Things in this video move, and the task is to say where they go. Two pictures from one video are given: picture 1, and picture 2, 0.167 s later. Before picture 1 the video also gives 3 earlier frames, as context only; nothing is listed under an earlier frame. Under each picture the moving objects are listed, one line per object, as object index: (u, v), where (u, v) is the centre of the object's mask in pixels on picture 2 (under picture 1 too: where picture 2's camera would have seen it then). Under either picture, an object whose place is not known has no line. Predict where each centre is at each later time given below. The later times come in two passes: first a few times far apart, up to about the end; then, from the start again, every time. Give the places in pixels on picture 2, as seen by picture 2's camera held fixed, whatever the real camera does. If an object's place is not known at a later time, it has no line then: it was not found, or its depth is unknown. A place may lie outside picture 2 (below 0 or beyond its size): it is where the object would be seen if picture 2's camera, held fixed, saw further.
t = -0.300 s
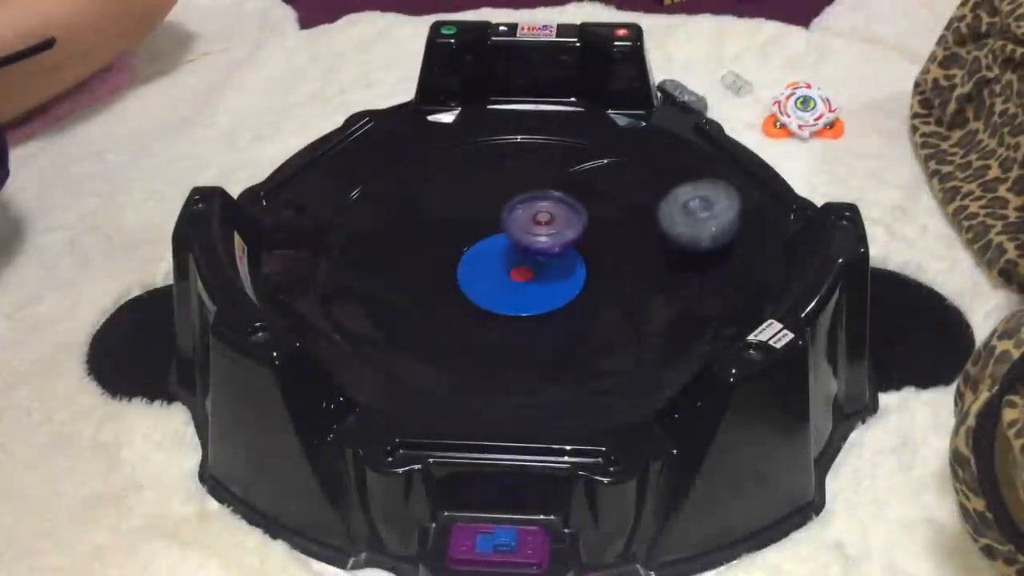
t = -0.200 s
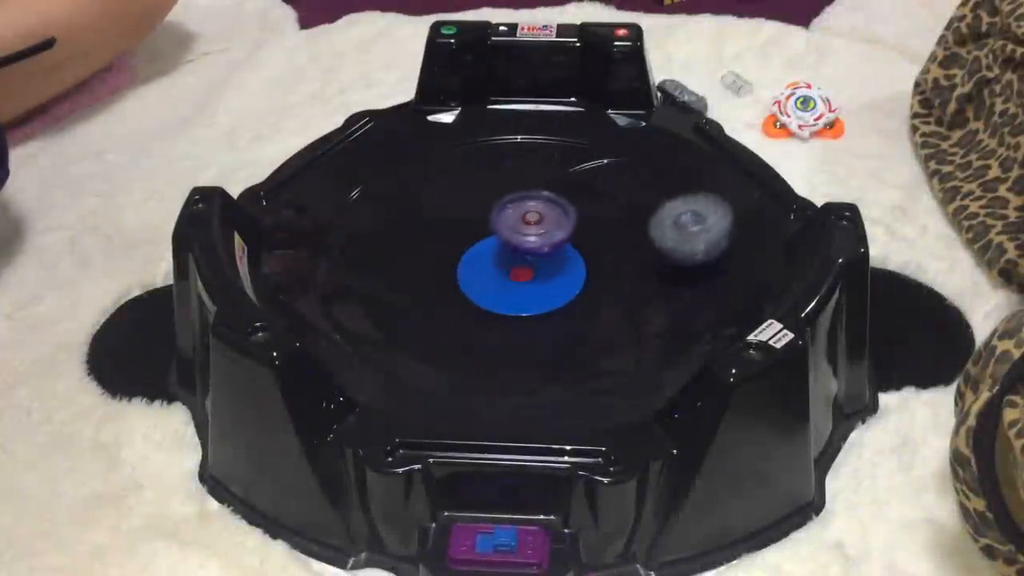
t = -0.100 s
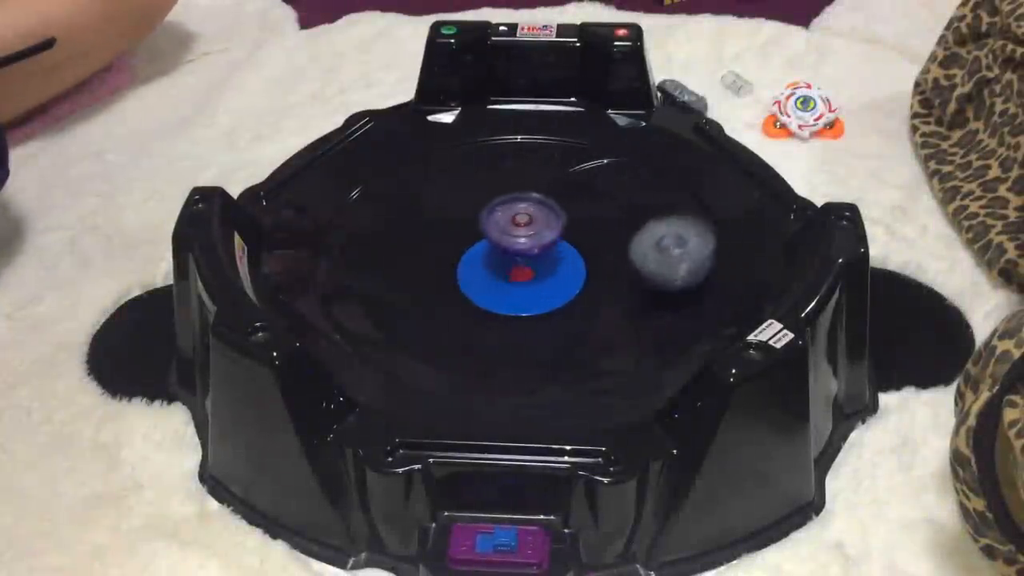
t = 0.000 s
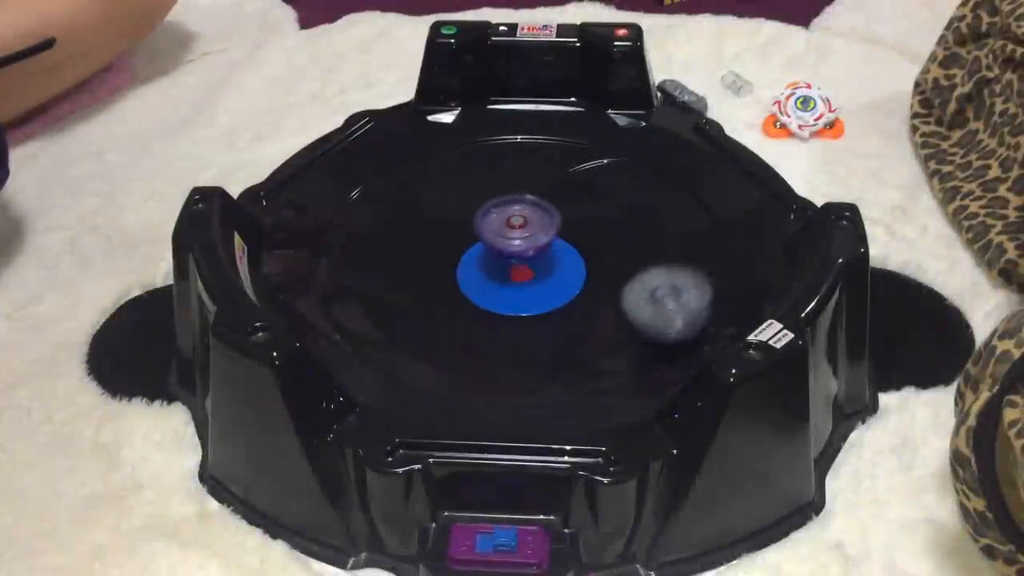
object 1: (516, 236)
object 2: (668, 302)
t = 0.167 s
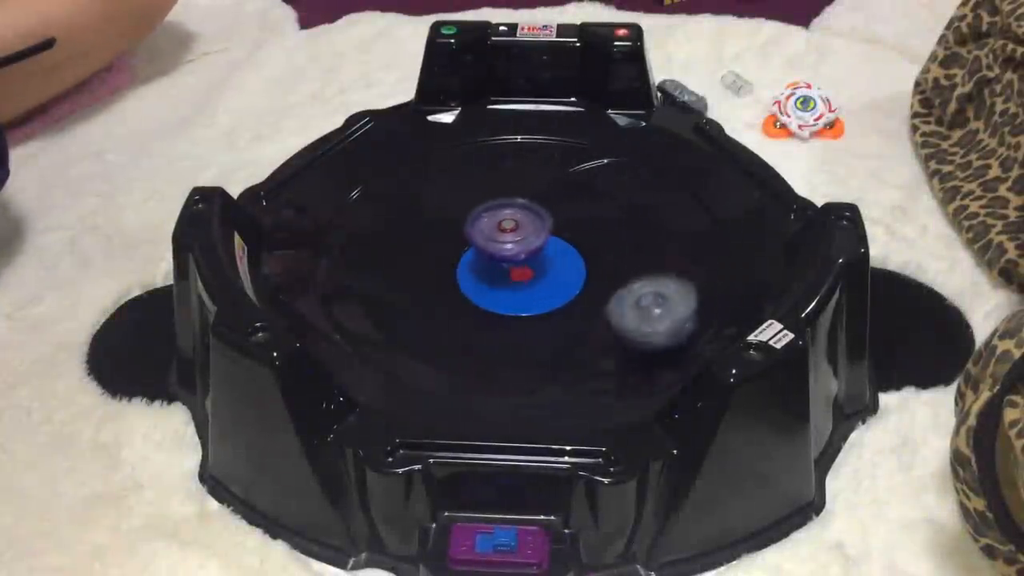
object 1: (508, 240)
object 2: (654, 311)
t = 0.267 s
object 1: (505, 242)
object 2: (652, 306)
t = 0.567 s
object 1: (500, 249)
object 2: (568, 361)
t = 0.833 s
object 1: (501, 252)
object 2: (569, 323)
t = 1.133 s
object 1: (508, 253)
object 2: (363, 318)
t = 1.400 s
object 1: (520, 245)
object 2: (437, 313)
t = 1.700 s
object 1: (515, 247)
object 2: (339, 216)
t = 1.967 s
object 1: (517, 245)
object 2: (380, 263)
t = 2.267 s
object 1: (510, 265)
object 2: (412, 149)
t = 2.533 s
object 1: (536, 279)
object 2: (432, 174)
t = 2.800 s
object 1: (524, 275)
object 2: (455, 138)
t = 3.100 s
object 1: (497, 260)
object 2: (545, 171)
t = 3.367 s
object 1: (495, 237)
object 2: (622, 145)
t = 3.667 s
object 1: (513, 226)
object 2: (612, 197)
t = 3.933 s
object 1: (532, 217)
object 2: (658, 269)
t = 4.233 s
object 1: (544, 228)
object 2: (663, 261)
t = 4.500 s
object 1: (487, 212)
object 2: (628, 329)
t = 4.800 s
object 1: (481, 221)
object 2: (614, 341)
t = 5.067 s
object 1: (495, 214)
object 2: (501, 330)
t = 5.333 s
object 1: (516, 233)
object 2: (384, 311)
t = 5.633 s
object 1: (523, 234)
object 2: (409, 271)
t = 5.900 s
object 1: (517, 243)
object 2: (410, 201)
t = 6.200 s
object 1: (471, 247)
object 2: (419, 163)
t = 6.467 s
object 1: (472, 251)
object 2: (488, 177)
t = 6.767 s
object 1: (488, 244)
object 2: (593, 182)
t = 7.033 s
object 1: (514, 246)
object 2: (651, 192)
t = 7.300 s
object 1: (499, 266)
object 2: (664, 226)
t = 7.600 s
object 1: (503, 261)
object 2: (613, 271)
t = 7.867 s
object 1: (484, 247)
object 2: (591, 322)
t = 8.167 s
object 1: (487, 229)
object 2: (620, 322)
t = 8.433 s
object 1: (507, 221)
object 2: (558, 271)
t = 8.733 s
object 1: (519, 217)
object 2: (499, 280)
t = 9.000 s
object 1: (511, 222)
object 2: (431, 296)
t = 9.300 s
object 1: (491, 222)
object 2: (384, 294)
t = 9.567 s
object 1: (486, 224)
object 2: (419, 265)
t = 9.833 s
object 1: (521, 234)
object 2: (412, 243)
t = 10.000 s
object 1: (526, 248)
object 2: (433, 232)
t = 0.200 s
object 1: (508, 240)
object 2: (651, 309)
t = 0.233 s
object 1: (506, 241)
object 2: (652, 307)
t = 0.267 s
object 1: (505, 242)
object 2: (652, 306)
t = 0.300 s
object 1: (504, 242)
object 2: (651, 304)
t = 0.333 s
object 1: (503, 244)
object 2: (642, 307)
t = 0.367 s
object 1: (503, 245)
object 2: (629, 312)
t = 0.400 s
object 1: (502, 245)
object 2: (617, 317)
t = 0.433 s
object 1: (502, 246)
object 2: (602, 326)
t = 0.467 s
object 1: (501, 247)
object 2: (589, 336)
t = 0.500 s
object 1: (501, 247)
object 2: (574, 349)
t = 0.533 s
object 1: (500, 248)
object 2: (567, 356)
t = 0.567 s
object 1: (500, 249)
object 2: (568, 361)
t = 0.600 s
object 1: (500, 249)
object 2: (574, 363)
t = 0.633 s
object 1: (500, 250)
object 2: (587, 359)
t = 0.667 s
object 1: (499, 250)
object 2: (601, 354)
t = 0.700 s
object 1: (500, 251)
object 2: (612, 346)
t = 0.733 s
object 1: (500, 251)
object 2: (613, 338)
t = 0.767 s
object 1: (500, 251)
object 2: (607, 331)
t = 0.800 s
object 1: (500, 252)
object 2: (592, 327)
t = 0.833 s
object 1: (501, 252)
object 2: (569, 323)
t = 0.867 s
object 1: (500, 251)
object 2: (544, 319)
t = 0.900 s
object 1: (501, 247)
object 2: (520, 316)
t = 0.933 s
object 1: (502, 246)
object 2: (493, 314)
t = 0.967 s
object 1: (505, 251)
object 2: (466, 312)
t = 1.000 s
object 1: (505, 254)
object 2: (441, 312)
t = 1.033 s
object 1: (505, 254)
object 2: (418, 312)
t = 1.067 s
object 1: (506, 254)
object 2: (392, 314)
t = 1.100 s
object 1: (507, 254)
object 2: (373, 315)
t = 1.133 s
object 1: (508, 253)
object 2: (363, 318)
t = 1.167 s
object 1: (509, 253)
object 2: (370, 321)
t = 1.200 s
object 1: (510, 252)
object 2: (387, 325)
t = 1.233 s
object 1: (512, 252)
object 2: (399, 328)
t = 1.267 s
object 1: (515, 251)
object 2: (411, 329)
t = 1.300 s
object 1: (517, 247)
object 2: (423, 330)
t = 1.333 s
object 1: (524, 245)
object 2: (434, 327)
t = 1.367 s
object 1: (521, 248)
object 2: (438, 321)
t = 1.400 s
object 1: (520, 245)
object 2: (437, 313)
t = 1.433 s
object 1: (524, 247)
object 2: (432, 302)
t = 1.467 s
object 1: (517, 246)
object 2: (426, 290)
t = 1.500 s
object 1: (525, 246)
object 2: (418, 279)
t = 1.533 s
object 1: (517, 248)
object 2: (410, 268)
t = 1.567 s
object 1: (522, 246)
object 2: (401, 257)
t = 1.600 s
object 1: (522, 248)
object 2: (388, 244)
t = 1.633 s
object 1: (518, 245)
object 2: (372, 232)
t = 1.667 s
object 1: (525, 247)
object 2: (356, 223)
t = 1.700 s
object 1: (515, 247)
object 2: (339, 216)
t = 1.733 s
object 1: (524, 245)
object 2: (328, 215)
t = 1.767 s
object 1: (520, 249)
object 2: (327, 221)
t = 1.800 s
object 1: (518, 245)
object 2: (329, 229)
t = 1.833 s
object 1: (525, 247)
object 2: (331, 237)
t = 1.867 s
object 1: (514, 247)
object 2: (337, 244)
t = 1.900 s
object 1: (524, 245)
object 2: (347, 253)
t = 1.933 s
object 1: (519, 249)
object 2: (362, 261)
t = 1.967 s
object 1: (517, 245)
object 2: (380, 263)
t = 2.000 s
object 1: (527, 247)
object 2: (397, 262)
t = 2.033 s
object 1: (514, 248)
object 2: (410, 257)
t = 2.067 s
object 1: (523, 243)
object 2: (422, 249)
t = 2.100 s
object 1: (526, 249)
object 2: (434, 240)
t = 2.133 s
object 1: (517, 254)
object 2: (436, 221)
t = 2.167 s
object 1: (510, 256)
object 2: (431, 202)
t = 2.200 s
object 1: (507, 259)
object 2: (426, 183)
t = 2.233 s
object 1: (507, 261)
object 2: (420, 164)
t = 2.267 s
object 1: (510, 265)
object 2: (412, 149)
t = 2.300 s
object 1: (514, 267)
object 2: (406, 143)
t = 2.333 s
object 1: (519, 273)
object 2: (407, 154)
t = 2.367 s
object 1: (523, 277)
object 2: (411, 171)
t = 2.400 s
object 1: (525, 280)
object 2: (414, 179)
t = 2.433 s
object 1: (528, 282)
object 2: (417, 182)
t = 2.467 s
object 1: (530, 283)
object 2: (421, 181)
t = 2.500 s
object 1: (533, 281)
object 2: (425, 179)
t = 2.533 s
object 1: (536, 279)
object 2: (432, 174)
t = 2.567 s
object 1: (538, 277)
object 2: (441, 166)
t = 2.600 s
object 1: (540, 275)
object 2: (450, 156)
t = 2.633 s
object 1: (541, 274)
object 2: (458, 148)
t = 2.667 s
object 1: (539, 274)
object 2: (460, 143)
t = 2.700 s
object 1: (534, 275)
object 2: (460, 140)
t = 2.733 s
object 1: (531, 275)
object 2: (458, 138)
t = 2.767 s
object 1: (527, 275)
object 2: (456, 137)
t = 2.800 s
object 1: (524, 275)
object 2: (455, 138)
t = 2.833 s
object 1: (520, 274)
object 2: (455, 141)
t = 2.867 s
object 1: (517, 274)
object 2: (456, 147)
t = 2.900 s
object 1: (514, 274)
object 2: (460, 154)
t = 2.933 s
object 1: (510, 272)
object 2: (467, 158)
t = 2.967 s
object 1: (508, 272)
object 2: (478, 161)
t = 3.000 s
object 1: (505, 269)
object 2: (491, 164)
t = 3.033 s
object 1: (501, 265)
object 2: (507, 167)
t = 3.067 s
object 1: (499, 263)
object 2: (526, 168)
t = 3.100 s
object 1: (497, 260)
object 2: (545, 171)
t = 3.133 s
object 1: (496, 257)
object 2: (564, 170)
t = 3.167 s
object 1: (495, 255)
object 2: (586, 167)
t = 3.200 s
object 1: (495, 251)
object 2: (606, 163)
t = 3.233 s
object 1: (494, 249)
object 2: (621, 159)
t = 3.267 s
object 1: (494, 246)
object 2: (631, 154)
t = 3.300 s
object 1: (495, 247)
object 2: (635, 148)
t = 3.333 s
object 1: (494, 241)
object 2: (631, 146)
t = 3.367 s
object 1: (495, 237)
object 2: (622, 145)
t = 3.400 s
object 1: (496, 234)
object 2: (614, 144)
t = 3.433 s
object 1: (497, 233)
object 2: (607, 145)
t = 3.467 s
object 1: (499, 231)
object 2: (603, 148)
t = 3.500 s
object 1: (502, 234)
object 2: (600, 154)
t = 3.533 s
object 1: (502, 227)
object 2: (601, 161)
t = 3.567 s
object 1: (506, 231)
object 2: (603, 169)
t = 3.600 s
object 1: (507, 224)
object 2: (607, 177)
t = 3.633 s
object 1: (509, 222)
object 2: (609, 187)
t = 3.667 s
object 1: (513, 226)
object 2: (612, 197)
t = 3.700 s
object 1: (516, 225)
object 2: (615, 208)
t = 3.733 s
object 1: (518, 224)
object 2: (620, 217)
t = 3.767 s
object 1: (520, 223)
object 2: (625, 228)
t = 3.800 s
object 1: (523, 223)
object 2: (631, 237)
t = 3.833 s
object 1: (525, 223)
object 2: (637, 247)
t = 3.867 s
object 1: (527, 215)
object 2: (645, 254)
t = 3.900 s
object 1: (529, 223)
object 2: (651, 262)
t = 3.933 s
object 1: (532, 217)
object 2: (658, 269)
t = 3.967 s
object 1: (534, 217)
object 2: (665, 275)
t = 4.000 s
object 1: (536, 219)
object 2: (671, 282)
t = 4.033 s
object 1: (539, 219)
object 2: (675, 285)
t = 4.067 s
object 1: (540, 220)
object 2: (678, 285)
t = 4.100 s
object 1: (542, 222)
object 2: (682, 279)
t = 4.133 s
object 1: (542, 223)
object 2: (682, 274)
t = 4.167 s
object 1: (542, 230)
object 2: (680, 267)
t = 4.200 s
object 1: (544, 227)
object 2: (671, 262)
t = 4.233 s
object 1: (544, 228)
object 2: (663, 261)
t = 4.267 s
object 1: (541, 235)
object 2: (649, 263)
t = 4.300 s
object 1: (540, 237)
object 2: (636, 266)
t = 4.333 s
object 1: (539, 240)
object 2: (621, 268)
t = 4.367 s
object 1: (534, 241)
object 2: (611, 275)
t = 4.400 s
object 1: (518, 235)
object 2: (615, 294)
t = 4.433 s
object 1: (504, 223)
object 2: (620, 310)
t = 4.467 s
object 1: (495, 215)
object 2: (626, 322)
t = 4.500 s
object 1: (487, 212)
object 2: (628, 329)
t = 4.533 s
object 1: (480, 211)
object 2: (623, 332)
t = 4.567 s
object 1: (476, 211)
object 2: (615, 333)
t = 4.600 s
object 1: (475, 212)
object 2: (611, 334)
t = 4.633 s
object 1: (477, 217)
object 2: (611, 338)
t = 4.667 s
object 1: (480, 219)
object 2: (611, 342)
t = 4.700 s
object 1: (481, 221)
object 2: (610, 348)
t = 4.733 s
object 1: (481, 222)
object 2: (613, 350)
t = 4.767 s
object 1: (482, 221)
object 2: (614, 346)
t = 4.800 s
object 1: (481, 221)
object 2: (614, 341)
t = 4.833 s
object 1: (482, 220)
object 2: (610, 339)
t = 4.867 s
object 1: (482, 219)
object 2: (599, 338)
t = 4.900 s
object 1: (483, 218)
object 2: (586, 337)
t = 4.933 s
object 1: (484, 217)
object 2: (572, 336)
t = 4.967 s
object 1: (486, 216)
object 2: (553, 336)
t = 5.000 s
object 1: (489, 215)
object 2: (535, 335)
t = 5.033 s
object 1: (492, 214)
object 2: (517, 332)
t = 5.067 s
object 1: (495, 214)
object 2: (501, 330)
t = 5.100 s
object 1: (497, 214)
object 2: (482, 328)
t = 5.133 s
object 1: (499, 215)
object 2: (465, 326)
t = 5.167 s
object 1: (502, 216)
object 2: (450, 323)
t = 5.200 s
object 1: (504, 218)
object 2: (434, 320)
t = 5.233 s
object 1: (507, 220)
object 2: (419, 317)
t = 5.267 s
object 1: (510, 220)
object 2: (405, 315)
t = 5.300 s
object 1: (513, 225)
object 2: (392, 311)
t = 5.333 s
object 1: (516, 233)
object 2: (384, 311)
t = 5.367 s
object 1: (518, 235)
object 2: (382, 312)
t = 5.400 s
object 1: (519, 238)
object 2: (383, 312)
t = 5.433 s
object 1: (521, 239)
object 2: (388, 312)
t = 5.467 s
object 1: (522, 245)
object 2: (398, 311)
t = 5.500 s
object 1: (512, 251)
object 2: (402, 306)
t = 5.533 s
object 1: (502, 248)
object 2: (405, 298)
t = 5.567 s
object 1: (509, 241)
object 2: (406, 290)
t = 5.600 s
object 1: (517, 235)
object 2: (408, 280)
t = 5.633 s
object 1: (523, 234)
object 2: (409, 271)
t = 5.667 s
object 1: (525, 233)
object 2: (408, 261)
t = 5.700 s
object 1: (526, 234)
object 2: (407, 251)
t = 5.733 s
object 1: (526, 234)
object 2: (406, 243)
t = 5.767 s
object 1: (524, 236)
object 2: (406, 235)
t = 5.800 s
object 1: (523, 241)
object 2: (407, 226)
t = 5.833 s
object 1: (520, 248)
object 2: (407, 218)
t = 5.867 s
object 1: (510, 248)
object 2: (409, 209)
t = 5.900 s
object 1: (517, 243)
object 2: (410, 201)
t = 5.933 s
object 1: (524, 248)
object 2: (412, 195)
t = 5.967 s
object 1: (510, 249)
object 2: (414, 188)
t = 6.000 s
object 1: (512, 243)
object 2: (416, 182)
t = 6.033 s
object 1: (527, 243)
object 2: (417, 174)
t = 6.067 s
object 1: (522, 250)
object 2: (421, 168)
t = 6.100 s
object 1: (500, 251)
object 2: (423, 163)
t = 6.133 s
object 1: (486, 248)
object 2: (423, 160)
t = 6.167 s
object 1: (476, 247)
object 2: (422, 160)
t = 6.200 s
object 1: (471, 247)
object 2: (419, 163)
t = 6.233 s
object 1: (469, 247)
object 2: (418, 168)
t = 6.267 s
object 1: (467, 247)
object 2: (423, 169)
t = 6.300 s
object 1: (466, 247)
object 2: (433, 171)
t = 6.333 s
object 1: (465, 248)
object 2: (444, 171)
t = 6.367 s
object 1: (466, 248)
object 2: (454, 172)
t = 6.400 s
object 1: (468, 249)
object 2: (466, 174)
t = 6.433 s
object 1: (470, 250)
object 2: (477, 175)
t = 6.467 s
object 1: (472, 251)
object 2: (488, 177)
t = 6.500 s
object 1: (473, 250)
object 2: (502, 177)
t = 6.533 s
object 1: (475, 251)
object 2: (513, 178)
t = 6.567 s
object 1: (477, 250)
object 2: (526, 179)
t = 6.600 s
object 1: (480, 249)
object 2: (539, 179)
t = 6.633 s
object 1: (482, 250)
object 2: (551, 180)
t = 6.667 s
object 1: (483, 249)
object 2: (563, 180)
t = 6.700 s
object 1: (485, 247)
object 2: (575, 181)
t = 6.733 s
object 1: (487, 245)
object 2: (585, 182)
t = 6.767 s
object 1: (488, 244)
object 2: (593, 182)
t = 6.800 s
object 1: (490, 243)
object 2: (601, 182)
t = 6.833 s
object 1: (493, 242)
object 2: (610, 182)
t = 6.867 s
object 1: (496, 241)
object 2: (618, 183)
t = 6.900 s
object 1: (499, 241)
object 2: (625, 184)
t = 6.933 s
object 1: (501, 240)
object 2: (631, 186)
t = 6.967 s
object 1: (503, 239)
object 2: (638, 188)
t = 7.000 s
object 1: (508, 245)
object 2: (645, 189)
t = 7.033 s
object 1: (514, 246)
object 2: (651, 192)
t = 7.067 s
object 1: (527, 248)
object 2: (656, 195)
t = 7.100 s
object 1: (518, 254)
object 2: (660, 199)
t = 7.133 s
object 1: (509, 247)
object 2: (663, 203)
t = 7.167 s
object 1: (526, 244)
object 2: (665, 208)
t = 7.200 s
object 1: (530, 252)
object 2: (666, 212)
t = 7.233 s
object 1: (517, 259)
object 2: (667, 217)
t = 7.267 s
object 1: (507, 262)
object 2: (666, 222)
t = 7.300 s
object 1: (499, 266)
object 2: (664, 226)
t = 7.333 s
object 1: (495, 265)
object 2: (662, 231)
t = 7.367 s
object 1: (493, 263)
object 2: (658, 236)
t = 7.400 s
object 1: (493, 263)
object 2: (654, 241)
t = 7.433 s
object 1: (495, 263)
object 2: (648, 246)
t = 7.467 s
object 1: (496, 262)
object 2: (642, 250)
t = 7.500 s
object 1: (499, 262)
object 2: (635, 256)
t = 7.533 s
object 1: (502, 262)
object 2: (628, 261)
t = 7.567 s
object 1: (503, 261)
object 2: (621, 266)
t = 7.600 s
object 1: (503, 261)
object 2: (613, 271)
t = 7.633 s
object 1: (503, 261)
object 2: (603, 276)
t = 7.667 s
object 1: (504, 261)
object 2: (596, 281)
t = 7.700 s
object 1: (504, 261)
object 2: (589, 286)
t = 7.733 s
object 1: (502, 260)
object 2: (584, 290)
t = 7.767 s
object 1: (495, 256)
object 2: (586, 298)
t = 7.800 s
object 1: (489, 252)
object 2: (588, 307)
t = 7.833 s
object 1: (486, 249)
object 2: (590, 314)
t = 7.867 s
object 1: (484, 247)
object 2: (591, 322)
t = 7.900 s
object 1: (483, 244)
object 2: (594, 329)
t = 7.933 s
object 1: (481, 241)
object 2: (598, 334)
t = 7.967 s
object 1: (480, 240)
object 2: (602, 337)
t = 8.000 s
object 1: (480, 238)
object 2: (607, 339)
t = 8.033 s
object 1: (481, 236)
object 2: (614, 338)
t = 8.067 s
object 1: (481, 234)
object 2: (619, 335)
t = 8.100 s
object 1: (481, 233)
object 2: (621, 331)
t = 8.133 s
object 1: (484, 232)
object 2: (621, 326)
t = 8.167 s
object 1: (487, 229)
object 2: (620, 322)
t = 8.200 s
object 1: (488, 226)
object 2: (617, 316)
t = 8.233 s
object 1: (489, 226)
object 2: (611, 311)
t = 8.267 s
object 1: (493, 225)
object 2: (604, 306)
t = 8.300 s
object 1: (496, 225)
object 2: (596, 301)
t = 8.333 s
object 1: (498, 225)
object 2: (587, 294)
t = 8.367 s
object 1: (500, 224)
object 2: (579, 286)
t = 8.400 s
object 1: (505, 222)
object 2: (569, 278)
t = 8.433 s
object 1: (507, 221)
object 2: (558, 271)
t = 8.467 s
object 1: (512, 213)
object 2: (548, 276)
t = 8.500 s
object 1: (515, 209)
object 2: (538, 277)
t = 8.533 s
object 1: (517, 206)
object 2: (535, 278)
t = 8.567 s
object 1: (521, 205)
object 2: (529, 278)
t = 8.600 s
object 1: (521, 207)
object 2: (521, 281)
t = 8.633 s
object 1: (521, 210)
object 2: (514, 282)
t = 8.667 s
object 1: (520, 213)
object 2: (510, 281)
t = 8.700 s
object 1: (519, 215)
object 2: (506, 280)
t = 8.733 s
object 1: (519, 217)
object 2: (499, 280)
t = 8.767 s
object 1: (518, 219)
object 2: (493, 280)
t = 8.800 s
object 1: (520, 218)
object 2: (487, 283)
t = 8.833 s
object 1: (522, 218)
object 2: (483, 285)
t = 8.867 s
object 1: (521, 219)
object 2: (474, 288)
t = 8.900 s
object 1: (517, 220)
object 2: (463, 291)
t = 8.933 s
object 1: (516, 221)
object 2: (453, 293)
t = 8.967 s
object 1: (514, 221)
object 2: (442, 294)
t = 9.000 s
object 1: (511, 222)
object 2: (431, 296)
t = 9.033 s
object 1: (508, 223)
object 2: (421, 299)
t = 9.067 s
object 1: (504, 225)
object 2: (414, 298)
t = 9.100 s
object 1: (502, 225)
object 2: (406, 298)
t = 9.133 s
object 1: (501, 225)
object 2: (398, 300)
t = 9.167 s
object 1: (498, 224)
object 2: (393, 299)
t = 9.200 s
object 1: (495, 225)
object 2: (387, 299)
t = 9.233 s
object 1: (494, 225)
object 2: (383, 299)
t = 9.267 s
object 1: (492, 225)
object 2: (383, 297)
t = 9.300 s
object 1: (491, 222)
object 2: (384, 294)
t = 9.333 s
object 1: (489, 225)
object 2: (384, 293)
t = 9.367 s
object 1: (488, 224)
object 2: (387, 291)
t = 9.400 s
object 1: (488, 223)
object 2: (390, 287)
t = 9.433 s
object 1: (488, 223)
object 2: (394, 284)
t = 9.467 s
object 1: (487, 221)
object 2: (401, 279)
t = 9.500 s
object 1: (487, 224)
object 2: (405, 273)
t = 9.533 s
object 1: (486, 224)
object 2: (414, 270)
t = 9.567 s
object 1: (486, 224)
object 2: (419, 265)
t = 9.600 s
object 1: (492, 224)
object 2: (420, 258)
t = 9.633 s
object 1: (500, 220)
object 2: (417, 257)
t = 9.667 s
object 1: (506, 224)
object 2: (413, 253)
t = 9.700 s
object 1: (510, 221)
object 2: (411, 251)
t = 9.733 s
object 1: (511, 224)
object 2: (410, 250)
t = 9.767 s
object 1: (516, 230)
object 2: (409, 246)
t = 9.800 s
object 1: (519, 231)
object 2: (410, 245)
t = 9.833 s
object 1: (521, 234)
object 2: (412, 243)
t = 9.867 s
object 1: (522, 233)
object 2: (415, 241)
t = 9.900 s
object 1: (524, 235)
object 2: (419, 240)
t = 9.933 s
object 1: (526, 241)
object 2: (423, 237)
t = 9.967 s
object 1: (526, 244)
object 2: (428, 236)
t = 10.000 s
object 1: (526, 248)
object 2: (433, 232)
